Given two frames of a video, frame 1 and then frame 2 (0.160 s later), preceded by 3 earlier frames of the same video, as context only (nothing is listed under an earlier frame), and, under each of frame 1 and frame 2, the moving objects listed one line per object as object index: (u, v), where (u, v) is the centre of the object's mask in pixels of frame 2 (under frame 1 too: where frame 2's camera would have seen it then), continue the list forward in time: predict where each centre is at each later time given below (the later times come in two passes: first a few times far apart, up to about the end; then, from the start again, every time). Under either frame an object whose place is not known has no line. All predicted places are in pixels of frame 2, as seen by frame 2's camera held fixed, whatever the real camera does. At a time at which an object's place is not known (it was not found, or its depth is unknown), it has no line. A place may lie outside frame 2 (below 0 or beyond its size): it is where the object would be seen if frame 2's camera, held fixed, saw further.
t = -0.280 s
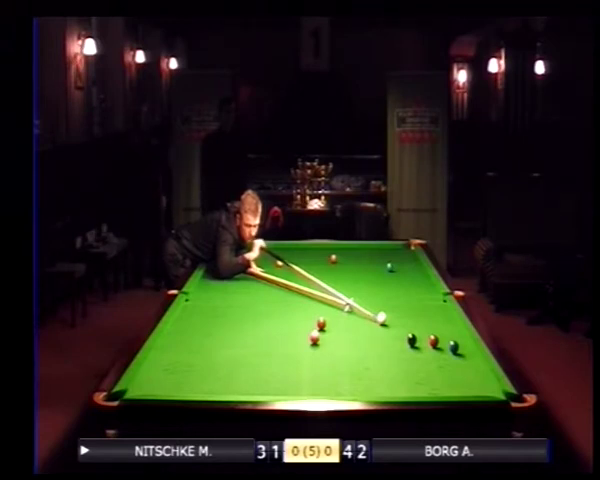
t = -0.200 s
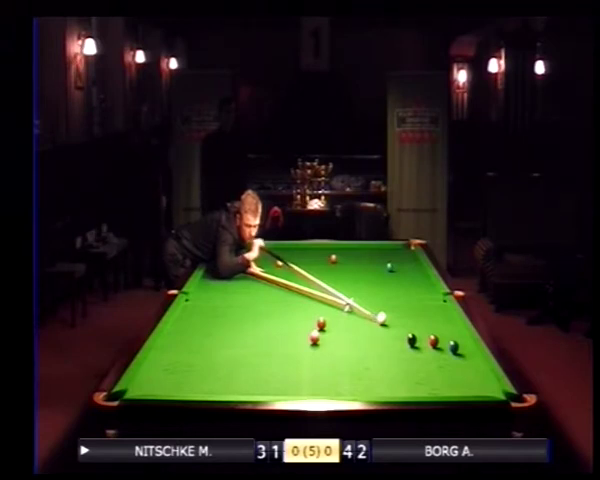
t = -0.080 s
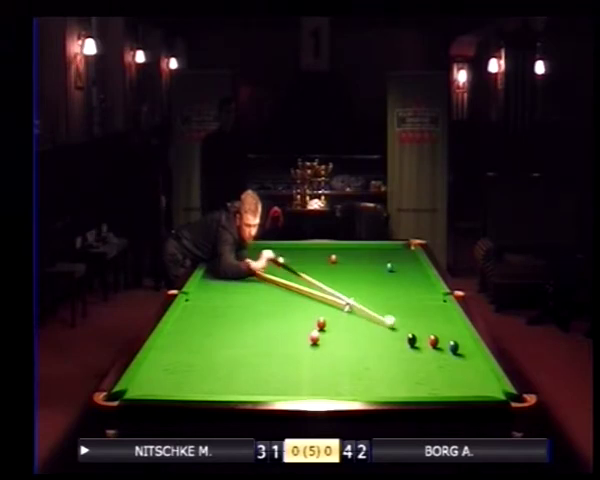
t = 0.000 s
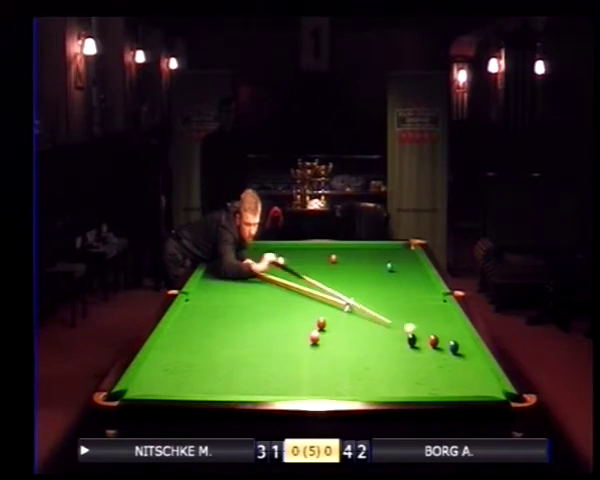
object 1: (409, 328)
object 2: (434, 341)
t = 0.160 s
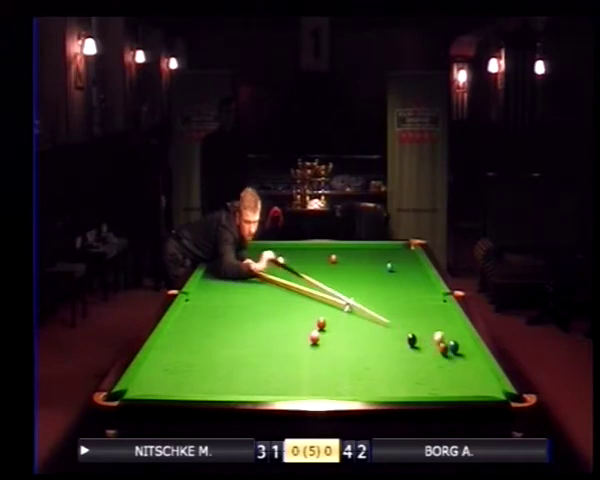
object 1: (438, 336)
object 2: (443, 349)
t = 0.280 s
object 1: (447, 336)
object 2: (458, 361)
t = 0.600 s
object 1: (458, 334)
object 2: (497, 390)
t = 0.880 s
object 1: (446, 332)
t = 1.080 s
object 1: (438, 330)
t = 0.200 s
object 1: (442, 337)
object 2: (448, 353)
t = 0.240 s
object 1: (444, 337)
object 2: (453, 357)
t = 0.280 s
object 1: (447, 336)
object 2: (458, 361)
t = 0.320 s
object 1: (449, 335)
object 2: (462, 365)
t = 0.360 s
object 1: (451, 335)
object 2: (467, 368)
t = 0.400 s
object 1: (454, 335)
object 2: (472, 372)
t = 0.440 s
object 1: (457, 335)
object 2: (476, 376)
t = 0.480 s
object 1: (459, 335)
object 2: (481, 379)
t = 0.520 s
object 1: (461, 334)
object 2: (486, 384)
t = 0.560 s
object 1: (460, 334)
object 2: (491, 387)
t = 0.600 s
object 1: (458, 334)
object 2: (497, 390)
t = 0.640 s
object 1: (456, 334)
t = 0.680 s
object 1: (454, 333)
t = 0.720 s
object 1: (452, 333)
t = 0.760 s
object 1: (451, 332)
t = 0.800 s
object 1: (449, 332)
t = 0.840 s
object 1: (448, 332)
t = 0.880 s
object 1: (446, 332)
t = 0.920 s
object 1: (444, 331)
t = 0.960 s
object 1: (443, 331)
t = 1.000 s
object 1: (441, 331)
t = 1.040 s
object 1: (440, 331)
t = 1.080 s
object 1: (438, 330)
